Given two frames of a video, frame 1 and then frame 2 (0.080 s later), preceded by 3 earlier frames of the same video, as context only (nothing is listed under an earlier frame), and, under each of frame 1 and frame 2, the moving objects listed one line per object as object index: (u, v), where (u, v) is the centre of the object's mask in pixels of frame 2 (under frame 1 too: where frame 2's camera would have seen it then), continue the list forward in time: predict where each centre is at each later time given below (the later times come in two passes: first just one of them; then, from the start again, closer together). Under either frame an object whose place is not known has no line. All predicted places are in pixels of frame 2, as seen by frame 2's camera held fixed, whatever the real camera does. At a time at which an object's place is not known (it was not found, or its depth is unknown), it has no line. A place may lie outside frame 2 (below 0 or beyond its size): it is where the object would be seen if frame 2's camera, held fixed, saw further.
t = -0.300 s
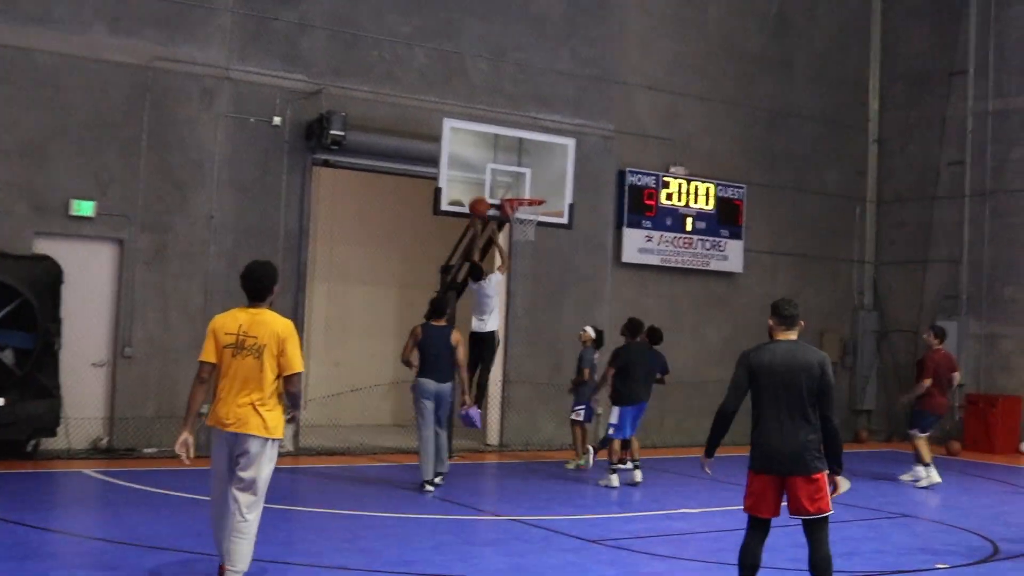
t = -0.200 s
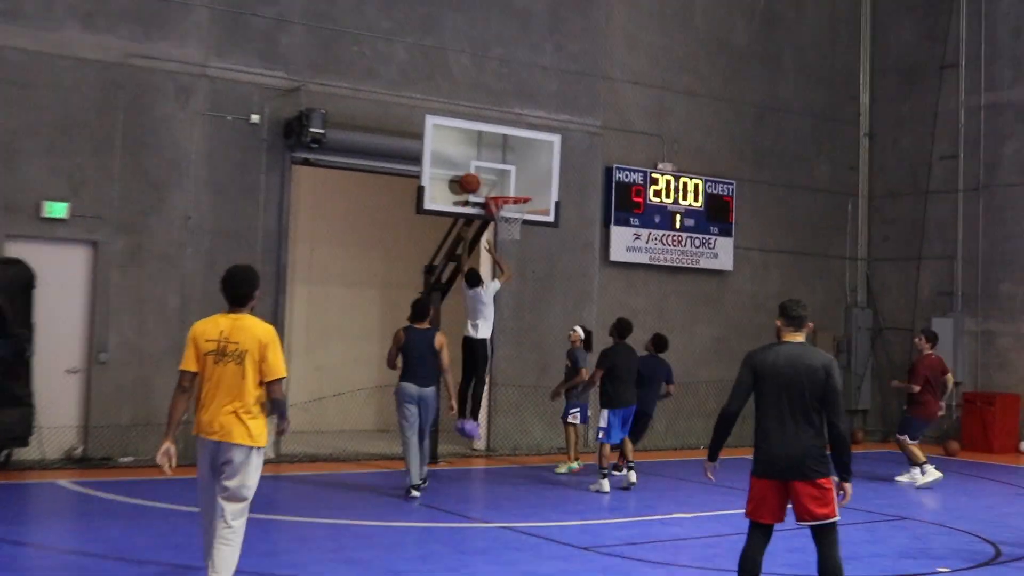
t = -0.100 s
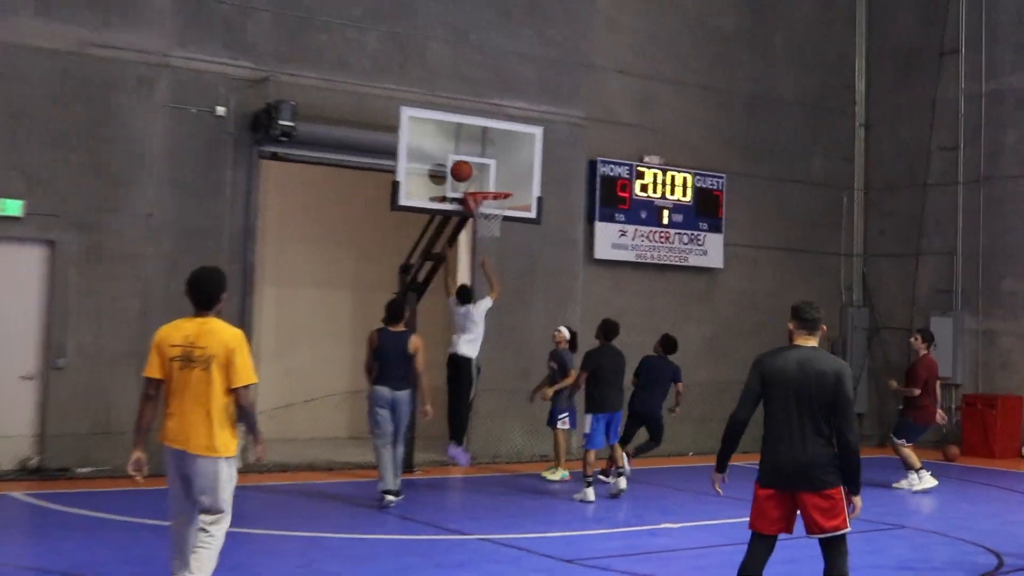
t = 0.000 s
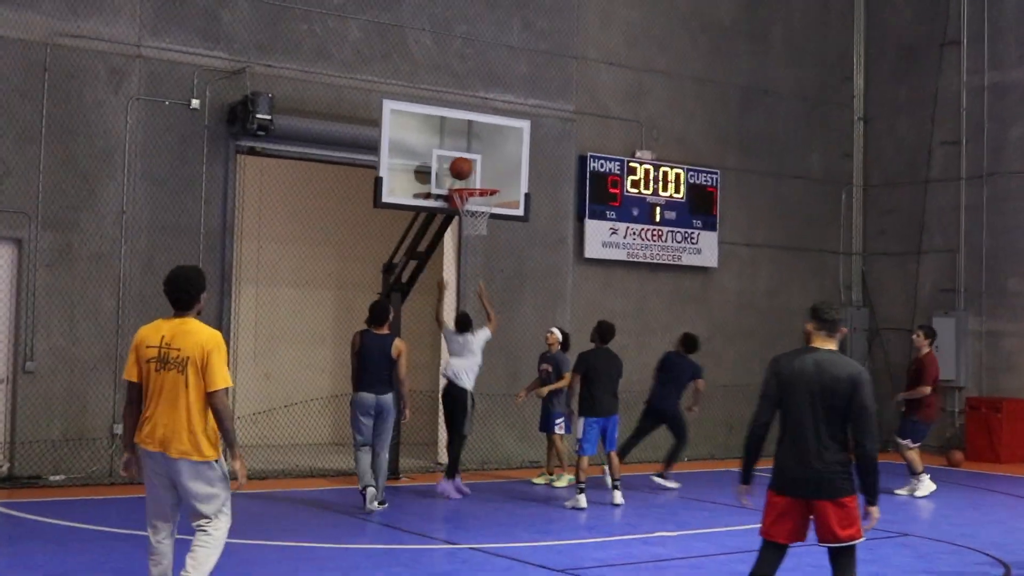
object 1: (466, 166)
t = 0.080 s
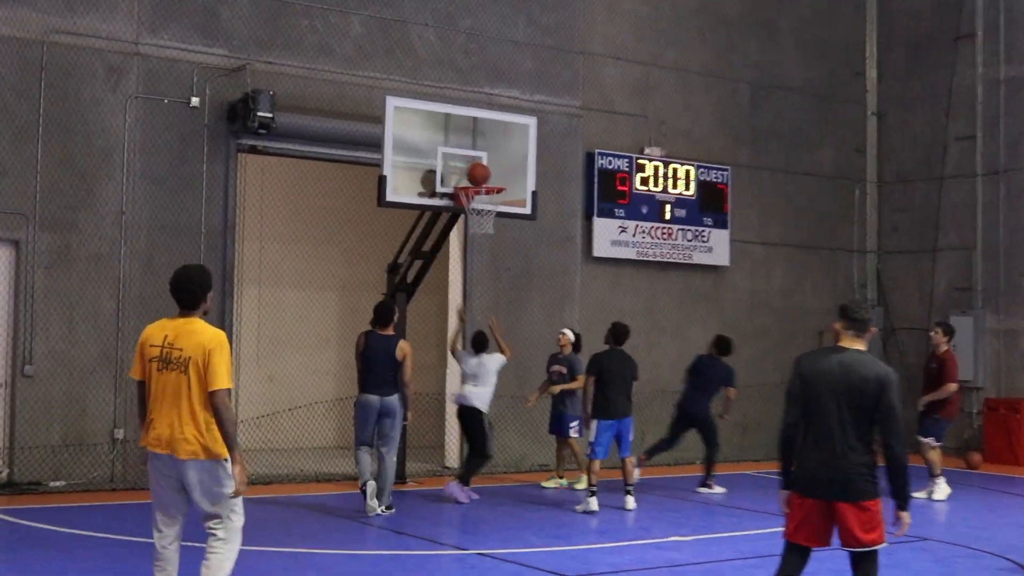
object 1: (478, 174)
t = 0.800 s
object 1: (463, 375)
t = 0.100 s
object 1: (482, 177)
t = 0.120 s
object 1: (484, 178)
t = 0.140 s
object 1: (488, 185)
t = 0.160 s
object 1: (487, 187)
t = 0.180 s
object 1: (486, 190)
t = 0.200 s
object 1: (486, 194)
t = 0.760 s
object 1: (465, 354)
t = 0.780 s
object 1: (464, 365)
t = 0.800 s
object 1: (463, 375)
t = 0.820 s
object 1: (462, 386)
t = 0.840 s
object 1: (461, 397)
